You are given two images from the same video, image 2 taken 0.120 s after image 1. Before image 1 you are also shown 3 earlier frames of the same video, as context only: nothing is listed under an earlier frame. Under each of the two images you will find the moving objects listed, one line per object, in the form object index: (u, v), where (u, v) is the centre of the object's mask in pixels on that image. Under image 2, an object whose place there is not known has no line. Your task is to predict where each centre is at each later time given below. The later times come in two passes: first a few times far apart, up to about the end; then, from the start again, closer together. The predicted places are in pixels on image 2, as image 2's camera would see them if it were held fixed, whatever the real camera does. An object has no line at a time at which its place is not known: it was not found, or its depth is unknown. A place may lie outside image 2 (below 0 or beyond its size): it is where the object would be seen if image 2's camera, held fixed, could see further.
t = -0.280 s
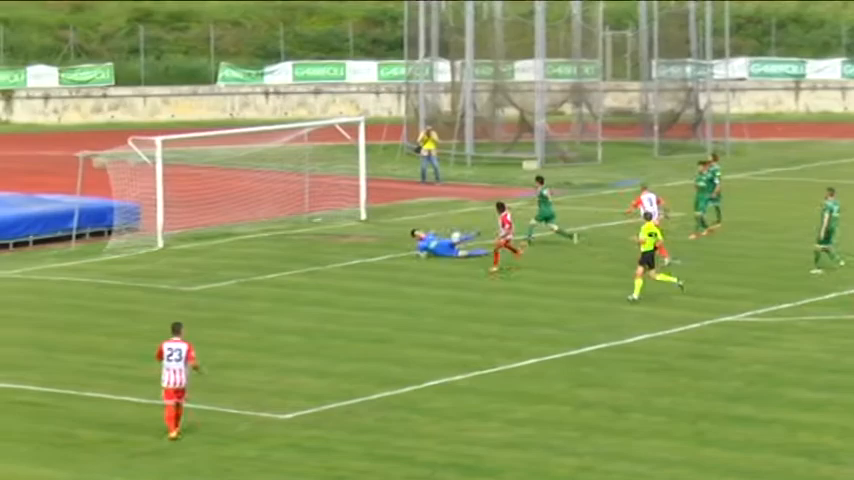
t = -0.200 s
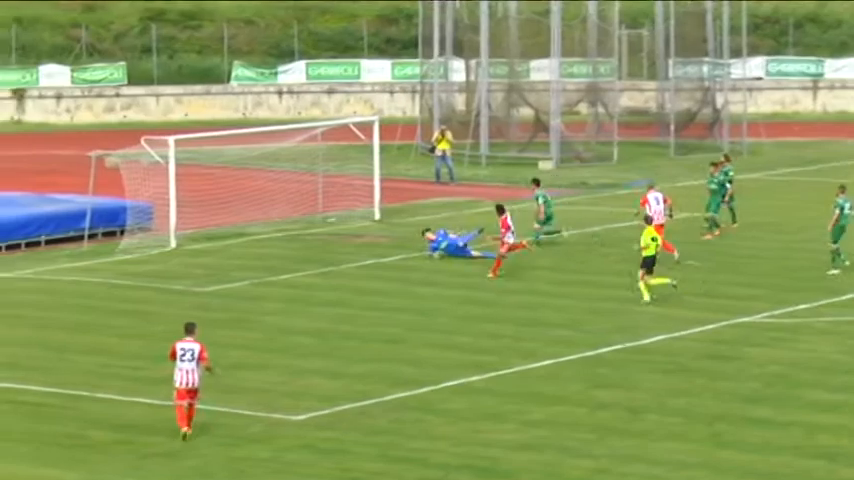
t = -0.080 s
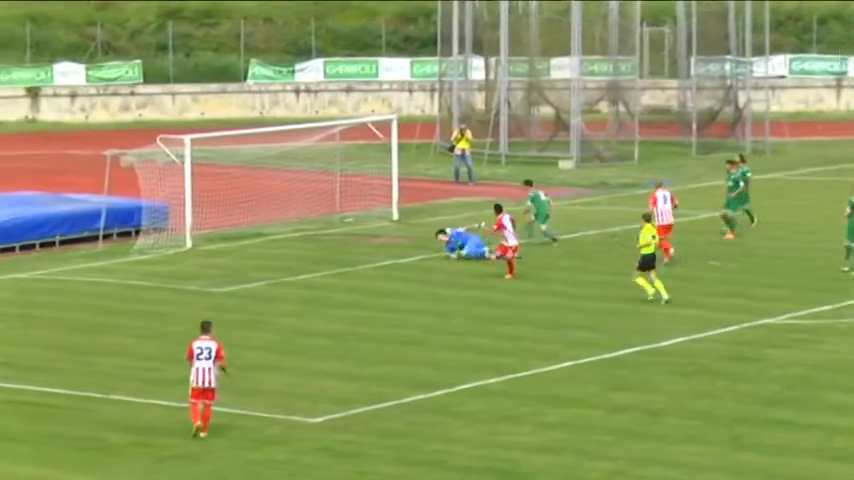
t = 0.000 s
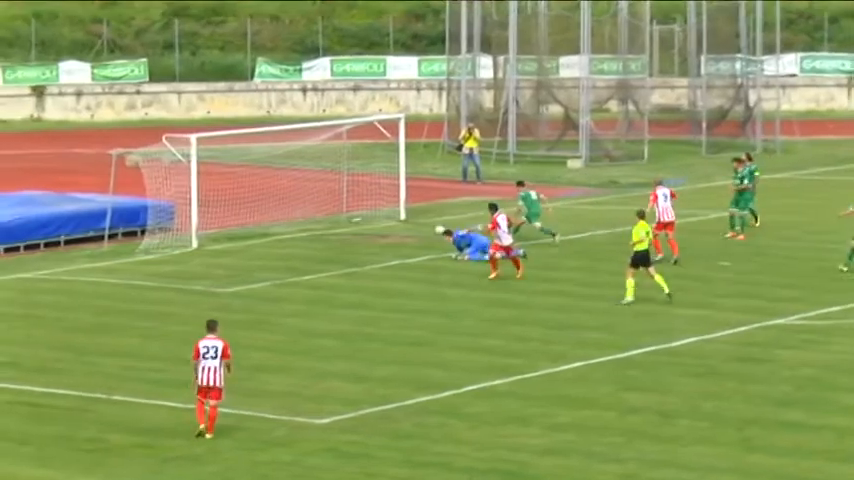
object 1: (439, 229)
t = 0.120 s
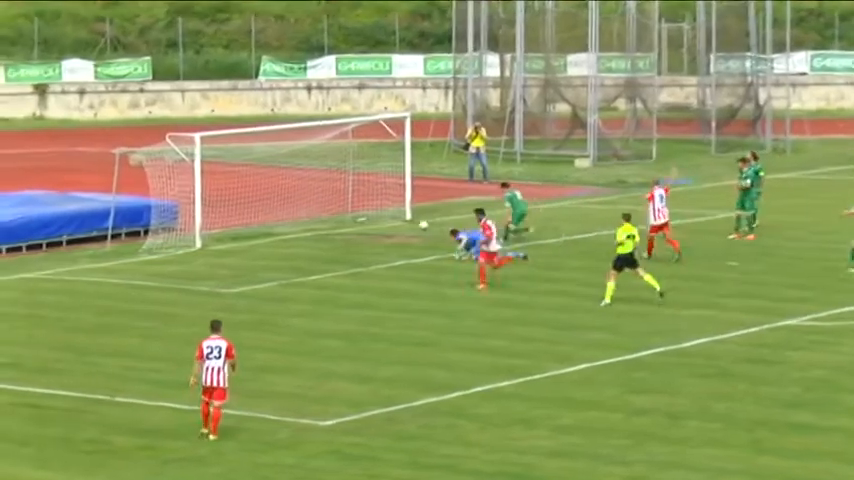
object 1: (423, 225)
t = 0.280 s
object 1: (394, 223)
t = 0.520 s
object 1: (354, 218)
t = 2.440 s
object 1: (321, 221)
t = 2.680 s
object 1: (319, 222)
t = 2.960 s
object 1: (319, 223)
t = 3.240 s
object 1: (319, 224)
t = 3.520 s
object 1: (318, 224)
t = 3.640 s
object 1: (319, 223)
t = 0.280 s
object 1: (394, 223)
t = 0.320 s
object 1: (387, 223)
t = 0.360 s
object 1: (381, 222)
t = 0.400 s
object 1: (374, 222)
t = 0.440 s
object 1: (366, 220)
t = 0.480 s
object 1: (359, 218)
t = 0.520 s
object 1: (354, 218)
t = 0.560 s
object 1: (347, 217)
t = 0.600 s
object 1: (340, 218)
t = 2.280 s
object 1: (322, 221)
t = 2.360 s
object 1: (321, 221)
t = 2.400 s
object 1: (321, 221)
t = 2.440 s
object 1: (321, 221)
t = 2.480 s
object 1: (321, 222)
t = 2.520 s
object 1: (319, 222)
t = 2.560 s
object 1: (320, 222)
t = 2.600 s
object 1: (320, 223)
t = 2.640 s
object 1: (320, 223)
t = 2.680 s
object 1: (319, 222)
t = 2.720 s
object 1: (320, 222)
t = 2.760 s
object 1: (319, 223)
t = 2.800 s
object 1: (320, 222)
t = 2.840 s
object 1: (319, 223)
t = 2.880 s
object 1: (320, 223)
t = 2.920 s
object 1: (319, 223)
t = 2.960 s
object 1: (319, 223)
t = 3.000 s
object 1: (319, 223)
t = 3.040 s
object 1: (320, 223)
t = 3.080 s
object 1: (320, 224)
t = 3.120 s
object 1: (320, 223)
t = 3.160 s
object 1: (319, 223)
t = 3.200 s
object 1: (319, 224)
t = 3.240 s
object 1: (319, 224)
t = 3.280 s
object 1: (319, 224)
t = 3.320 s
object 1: (319, 223)
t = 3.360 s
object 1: (318, 224)
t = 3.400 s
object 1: (318, 224)
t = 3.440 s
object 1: (318, 224)
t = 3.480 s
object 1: (318, 224)
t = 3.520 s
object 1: (318, 224)
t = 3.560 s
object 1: (319, 224)
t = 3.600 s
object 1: (319, 223)
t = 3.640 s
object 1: (319, 223)
